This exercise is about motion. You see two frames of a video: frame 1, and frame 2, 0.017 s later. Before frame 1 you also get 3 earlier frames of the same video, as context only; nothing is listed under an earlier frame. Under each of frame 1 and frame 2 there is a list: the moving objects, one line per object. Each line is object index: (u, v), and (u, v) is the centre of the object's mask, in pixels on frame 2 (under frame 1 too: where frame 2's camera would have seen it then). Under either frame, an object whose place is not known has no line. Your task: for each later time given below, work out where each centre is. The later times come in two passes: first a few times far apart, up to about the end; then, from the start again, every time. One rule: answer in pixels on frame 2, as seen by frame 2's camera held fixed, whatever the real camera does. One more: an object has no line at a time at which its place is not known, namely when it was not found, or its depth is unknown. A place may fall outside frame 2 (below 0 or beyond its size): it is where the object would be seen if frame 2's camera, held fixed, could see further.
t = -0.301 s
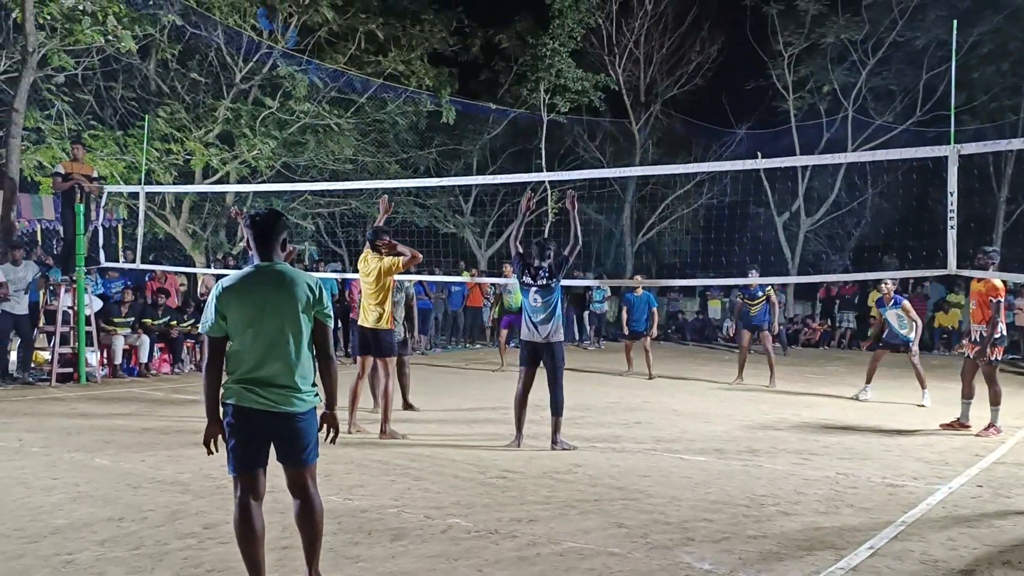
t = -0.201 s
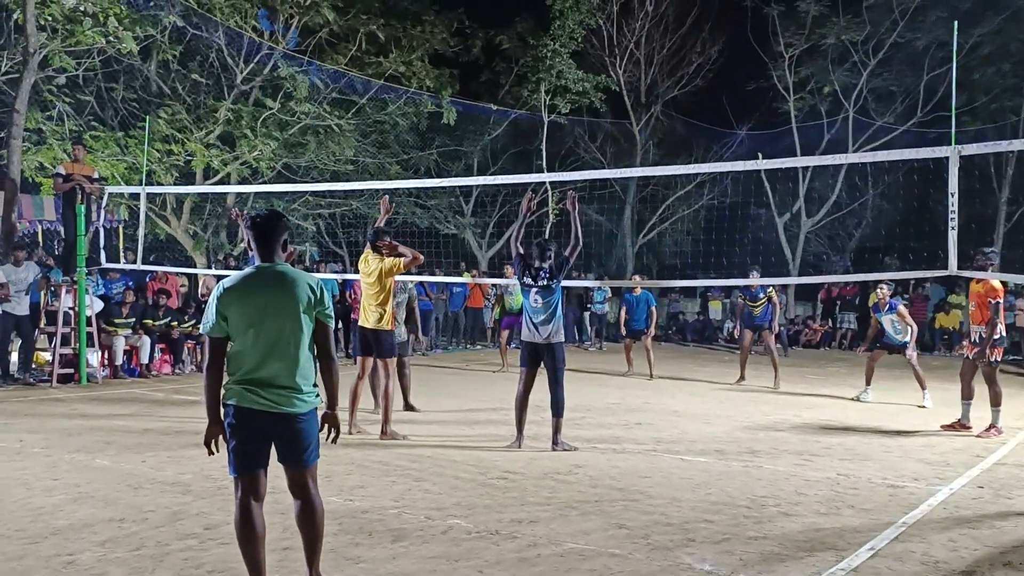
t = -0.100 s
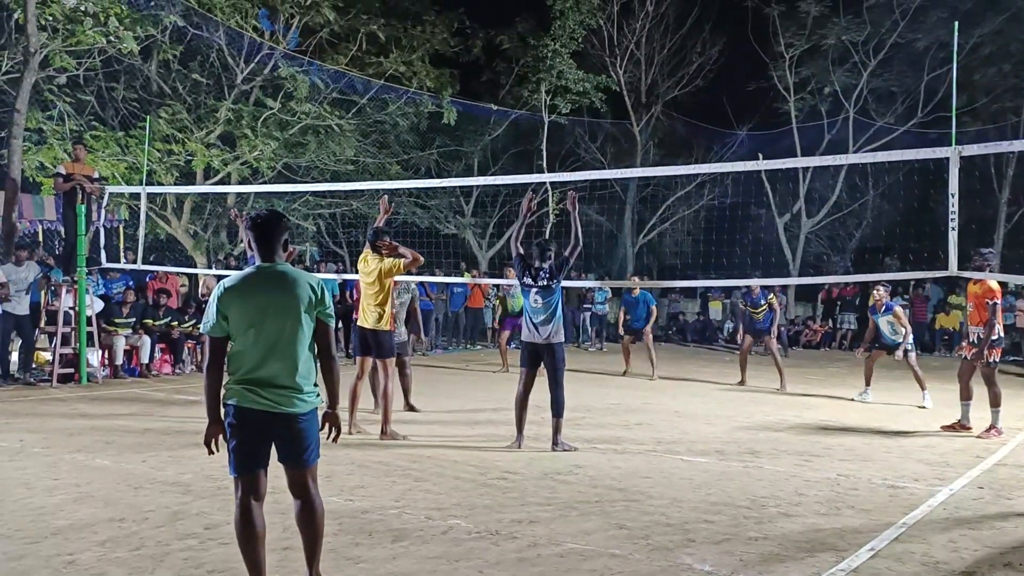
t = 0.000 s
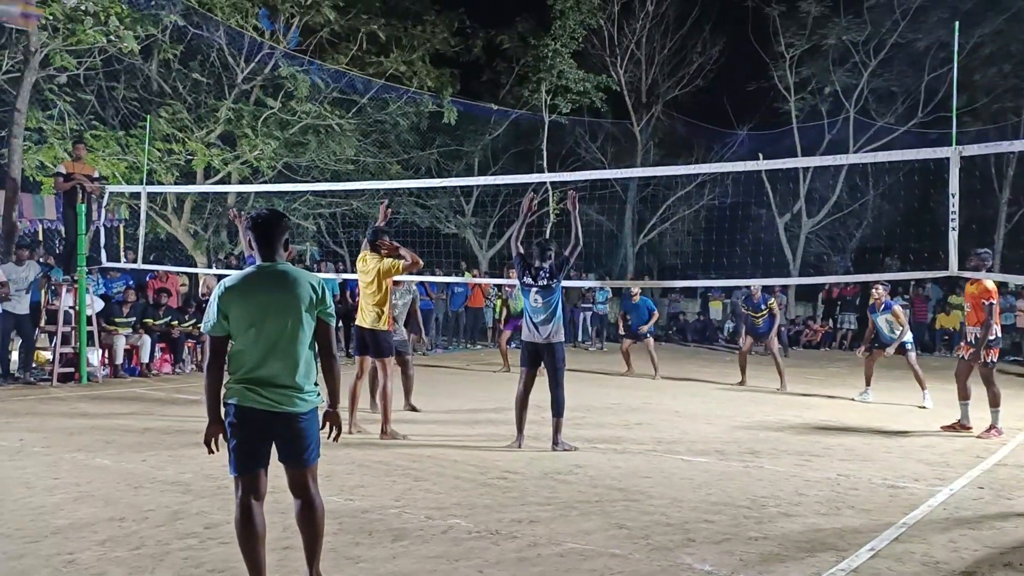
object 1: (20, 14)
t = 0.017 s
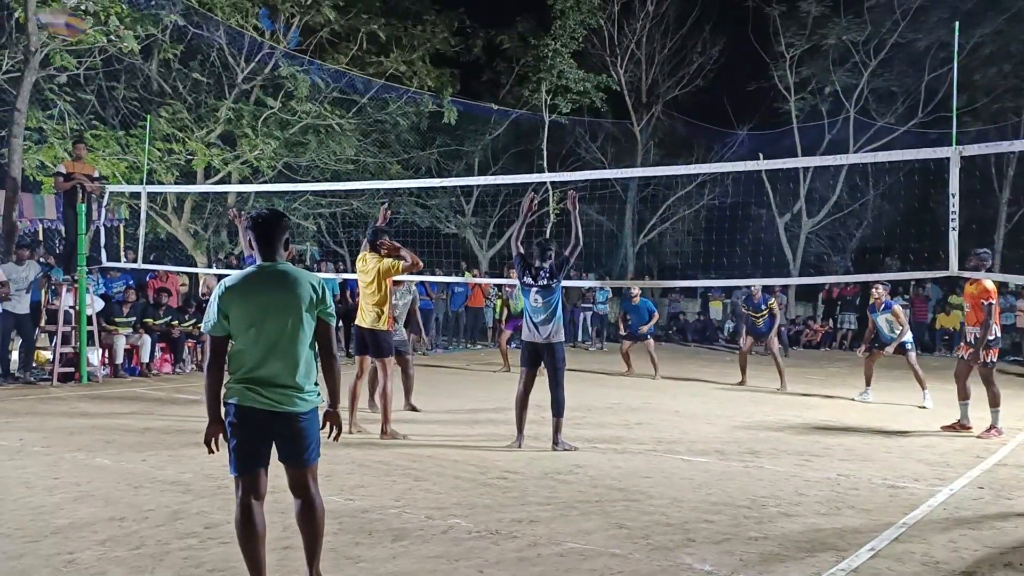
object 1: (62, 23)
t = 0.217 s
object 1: (418, 138)
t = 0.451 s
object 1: (641, 260)
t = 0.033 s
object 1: (103, 34)
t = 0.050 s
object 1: (143, 45)
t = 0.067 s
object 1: (178, 55)
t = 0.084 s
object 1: (210, 64)
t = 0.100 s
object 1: (243, 74)
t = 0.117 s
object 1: (271, 83)
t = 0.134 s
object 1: (300, 93)
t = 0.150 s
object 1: (325, 101)
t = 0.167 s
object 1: (351, 110)
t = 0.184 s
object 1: (374, 119)
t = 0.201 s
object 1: (396, 128)
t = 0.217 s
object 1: (418, 138)
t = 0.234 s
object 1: (438, 146)
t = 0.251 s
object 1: (458, 156)
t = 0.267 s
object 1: (477, 164)
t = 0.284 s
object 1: (494, 169)
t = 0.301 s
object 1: (512, 184)
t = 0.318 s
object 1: (530, 191)
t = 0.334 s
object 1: (544, 198)
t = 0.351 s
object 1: (559, 208)
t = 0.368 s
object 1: (573, 217)
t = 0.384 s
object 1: (590, 226)
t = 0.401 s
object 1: (602, 234)
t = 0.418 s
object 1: (615, 242)
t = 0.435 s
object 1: (628, 250)
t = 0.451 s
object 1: (641, 260)
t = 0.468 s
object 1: (652, 268)
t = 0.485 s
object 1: (663, 274)
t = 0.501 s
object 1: (675, 284)
